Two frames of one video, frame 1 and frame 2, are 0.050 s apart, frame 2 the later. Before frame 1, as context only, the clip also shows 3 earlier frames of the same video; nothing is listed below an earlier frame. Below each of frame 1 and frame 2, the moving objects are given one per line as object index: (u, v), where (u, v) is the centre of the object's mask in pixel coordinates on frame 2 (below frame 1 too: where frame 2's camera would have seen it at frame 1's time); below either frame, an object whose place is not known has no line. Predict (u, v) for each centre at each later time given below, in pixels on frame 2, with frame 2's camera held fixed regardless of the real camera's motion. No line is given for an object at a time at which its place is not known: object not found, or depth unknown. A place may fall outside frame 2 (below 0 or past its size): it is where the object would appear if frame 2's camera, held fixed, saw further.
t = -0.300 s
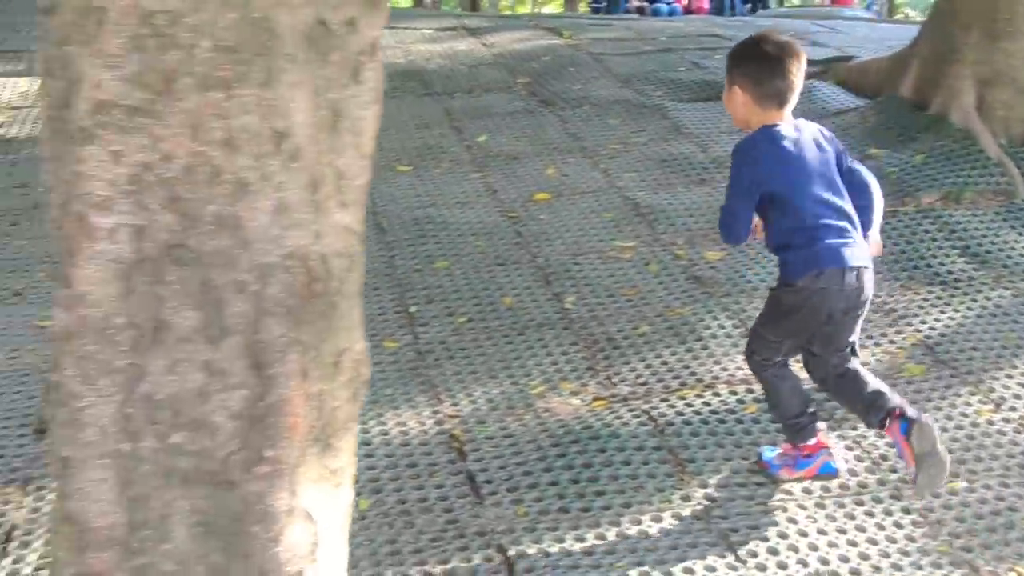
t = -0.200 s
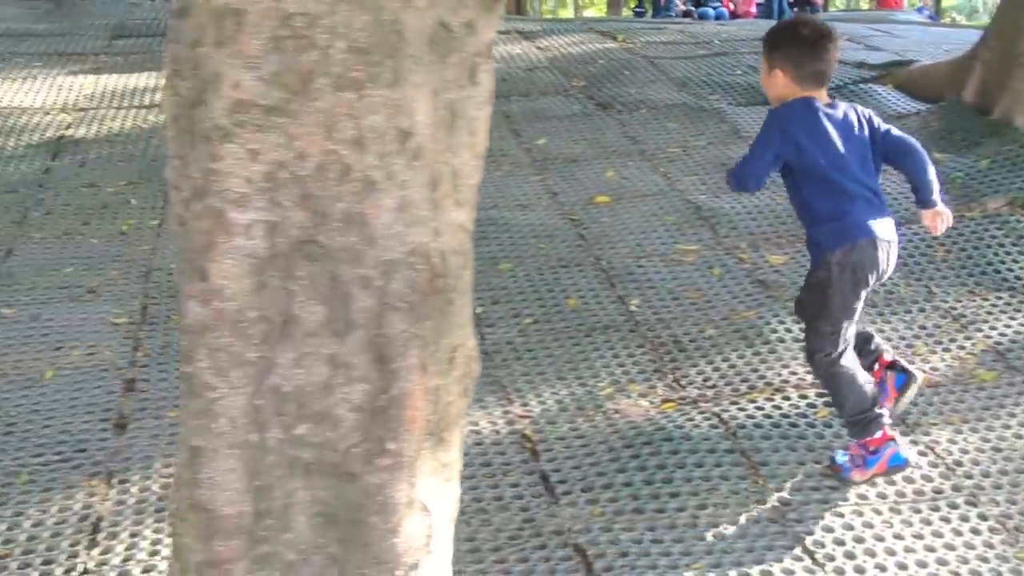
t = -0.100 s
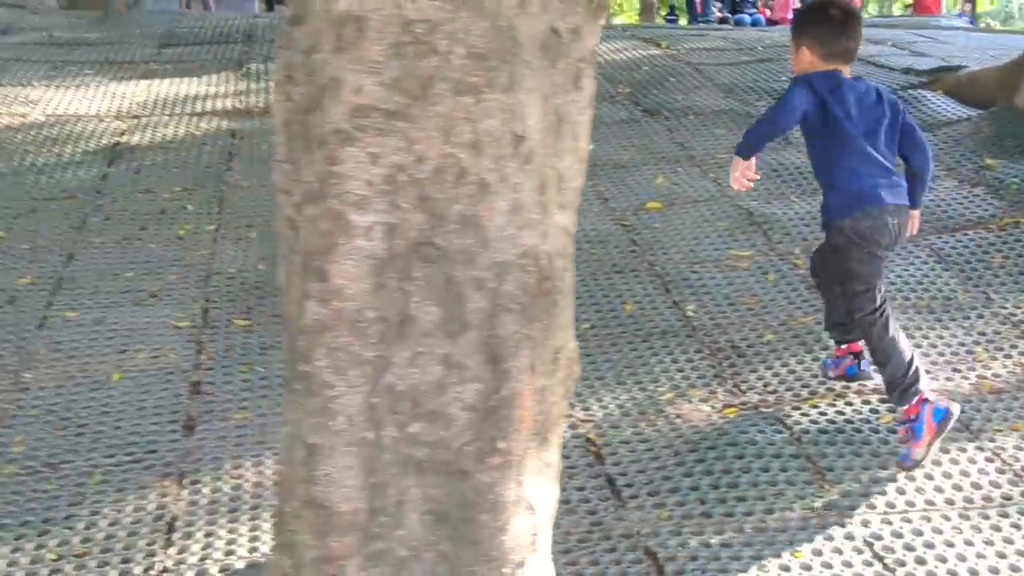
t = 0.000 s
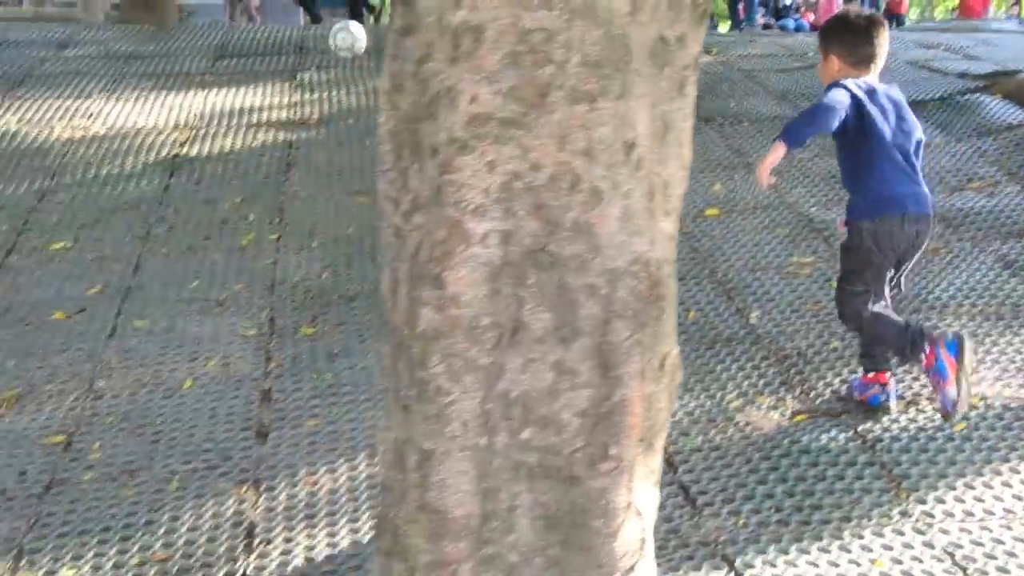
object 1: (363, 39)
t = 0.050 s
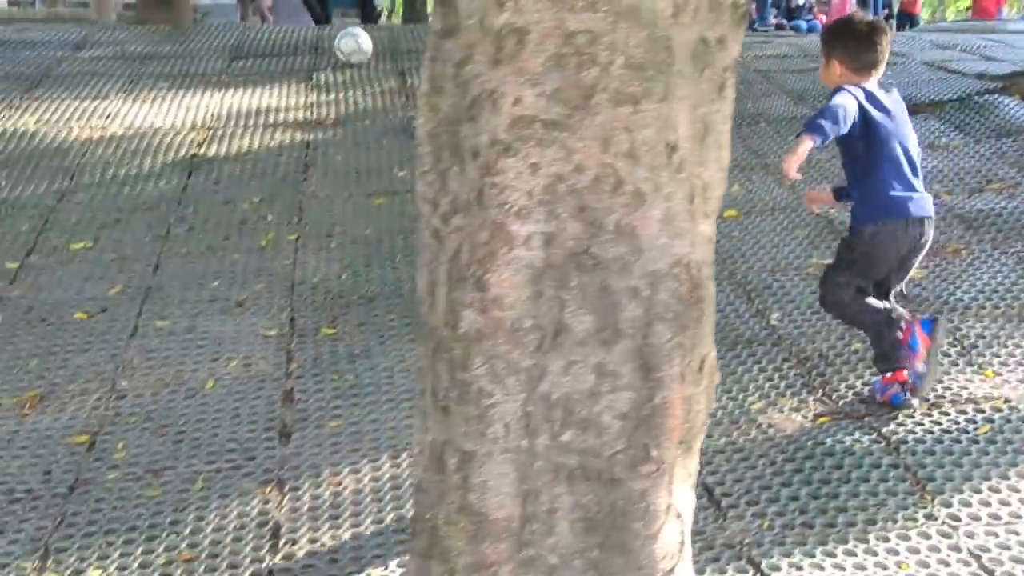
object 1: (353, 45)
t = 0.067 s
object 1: (350, 44)
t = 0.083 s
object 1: (347, 42)
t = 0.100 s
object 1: (343, 41)
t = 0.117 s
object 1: (339, 40)
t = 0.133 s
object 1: (336, 40)
